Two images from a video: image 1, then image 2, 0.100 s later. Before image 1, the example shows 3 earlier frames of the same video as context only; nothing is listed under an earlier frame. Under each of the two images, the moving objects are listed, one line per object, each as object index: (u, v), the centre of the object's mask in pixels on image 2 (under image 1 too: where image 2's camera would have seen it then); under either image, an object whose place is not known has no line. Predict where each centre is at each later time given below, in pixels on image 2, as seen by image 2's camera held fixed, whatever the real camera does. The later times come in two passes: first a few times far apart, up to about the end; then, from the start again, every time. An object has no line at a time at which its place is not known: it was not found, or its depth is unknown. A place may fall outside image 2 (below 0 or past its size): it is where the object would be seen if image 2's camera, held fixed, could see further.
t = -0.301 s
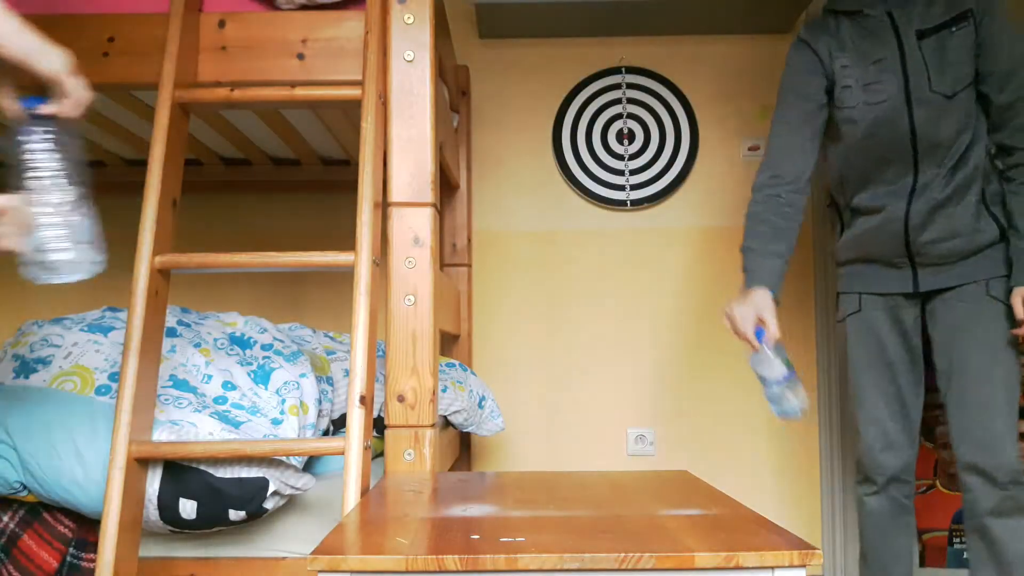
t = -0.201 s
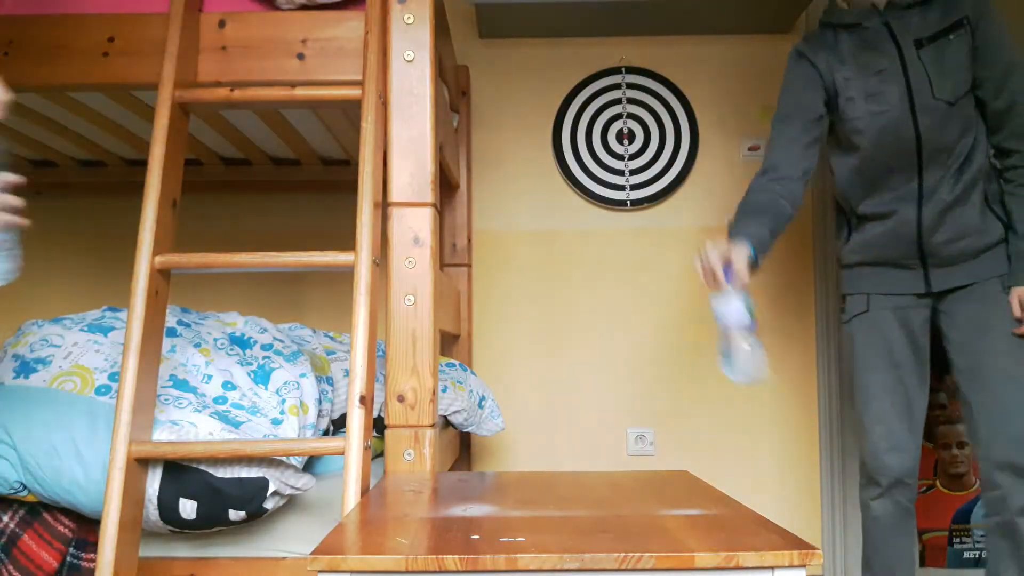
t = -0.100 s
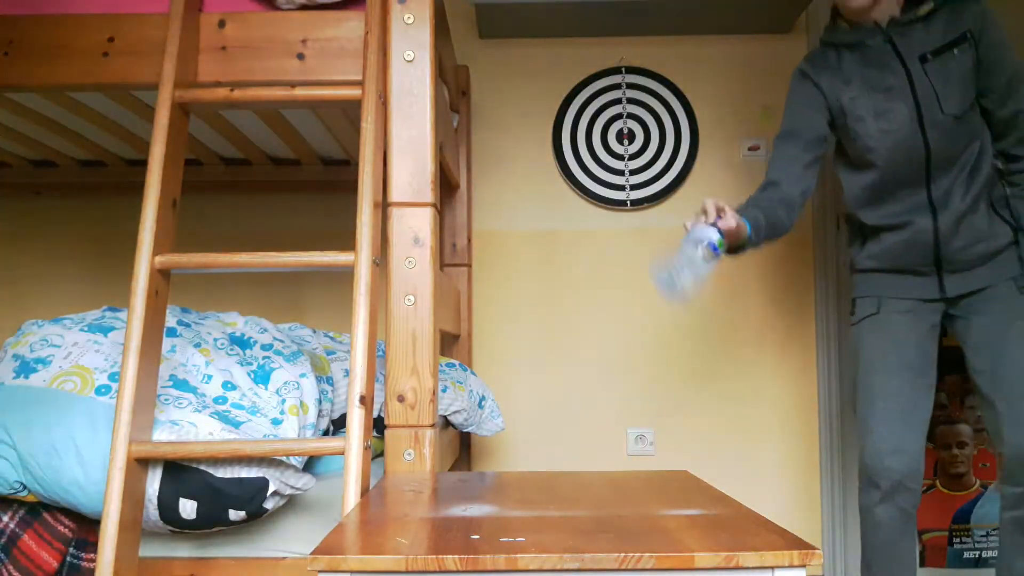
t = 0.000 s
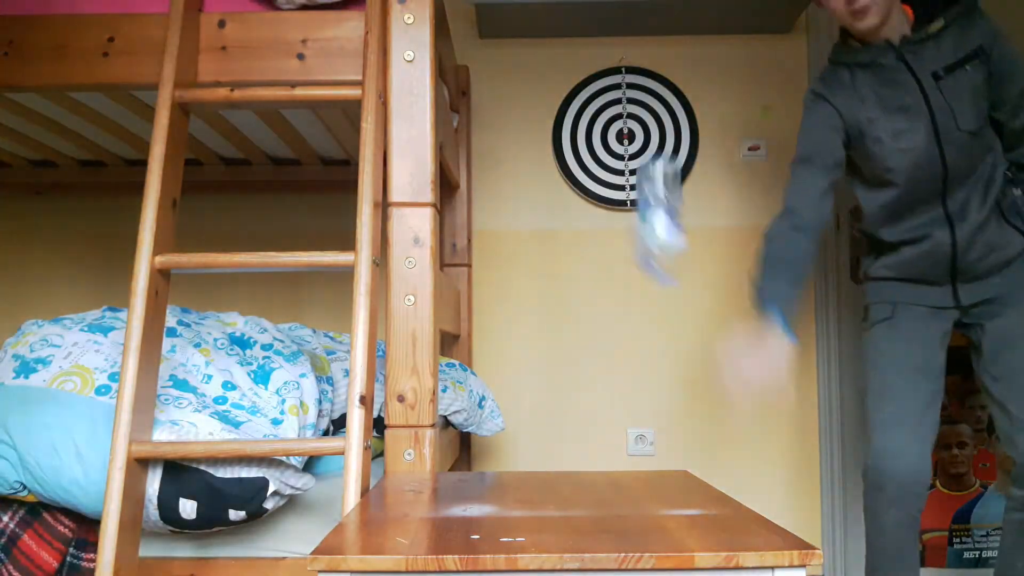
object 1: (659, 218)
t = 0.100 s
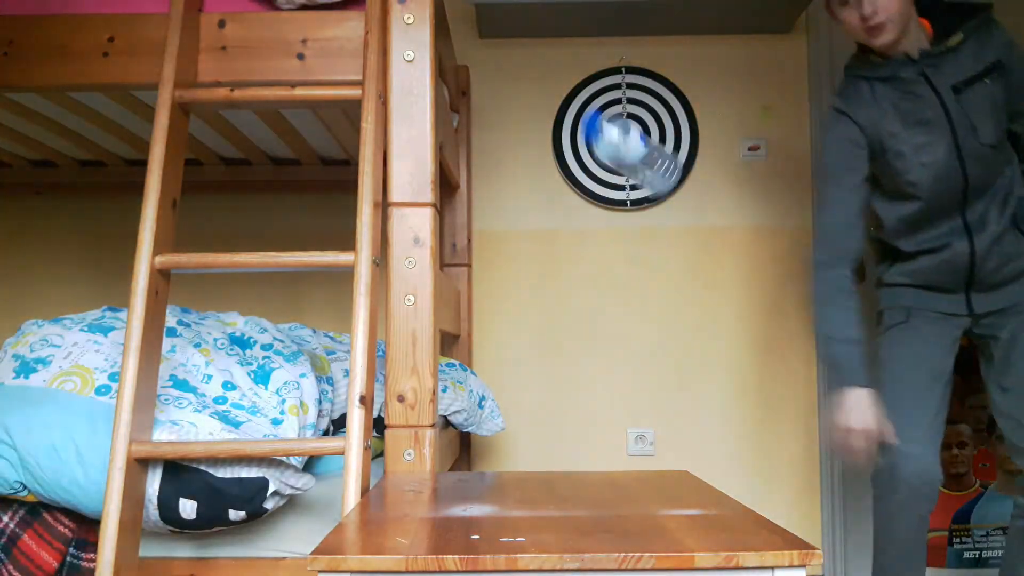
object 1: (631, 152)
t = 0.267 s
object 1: (622, 249)
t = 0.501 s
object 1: (603, 462)
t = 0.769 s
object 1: (586, 460)
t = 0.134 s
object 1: (631, 154)
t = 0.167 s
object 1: (629, 165)
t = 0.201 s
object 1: (626, 185)
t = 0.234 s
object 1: (624, 212)
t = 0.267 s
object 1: (622, 249)
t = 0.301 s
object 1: (620, 293)
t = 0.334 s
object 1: (617, 351)
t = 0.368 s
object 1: (616, 413)
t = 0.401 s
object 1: (611, 463)
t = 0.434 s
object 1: (610, 461)
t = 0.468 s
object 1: (607, 462)
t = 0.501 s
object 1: (603, 462)
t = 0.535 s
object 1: (600, 462)
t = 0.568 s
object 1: (599, 462)
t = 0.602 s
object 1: (598, 461)
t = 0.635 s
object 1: (596, 461)
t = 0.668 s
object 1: (593, 461)
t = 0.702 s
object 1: (591, 461)
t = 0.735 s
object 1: (589, 460)
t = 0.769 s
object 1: (586, 460)
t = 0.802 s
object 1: (584, 460)
